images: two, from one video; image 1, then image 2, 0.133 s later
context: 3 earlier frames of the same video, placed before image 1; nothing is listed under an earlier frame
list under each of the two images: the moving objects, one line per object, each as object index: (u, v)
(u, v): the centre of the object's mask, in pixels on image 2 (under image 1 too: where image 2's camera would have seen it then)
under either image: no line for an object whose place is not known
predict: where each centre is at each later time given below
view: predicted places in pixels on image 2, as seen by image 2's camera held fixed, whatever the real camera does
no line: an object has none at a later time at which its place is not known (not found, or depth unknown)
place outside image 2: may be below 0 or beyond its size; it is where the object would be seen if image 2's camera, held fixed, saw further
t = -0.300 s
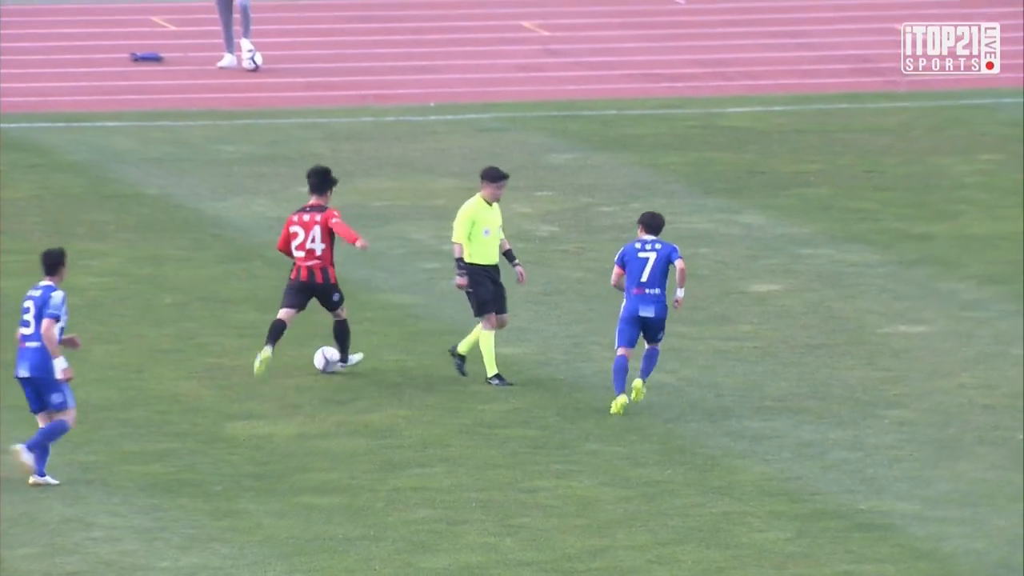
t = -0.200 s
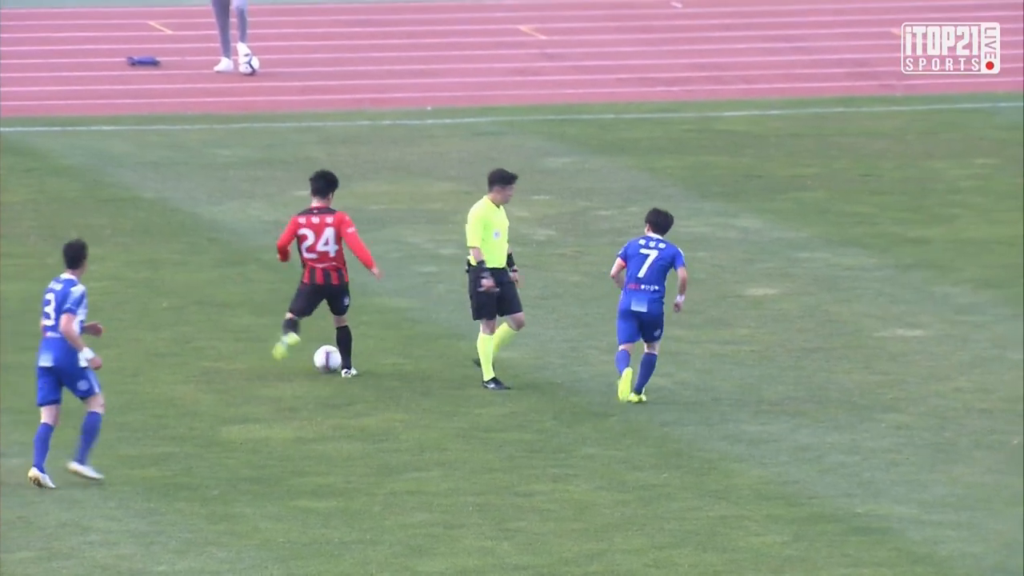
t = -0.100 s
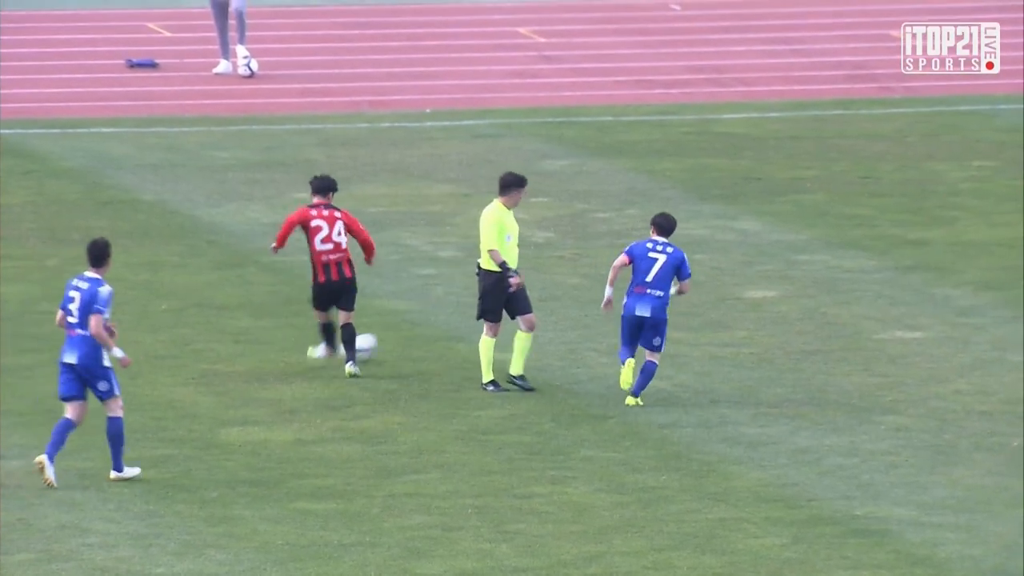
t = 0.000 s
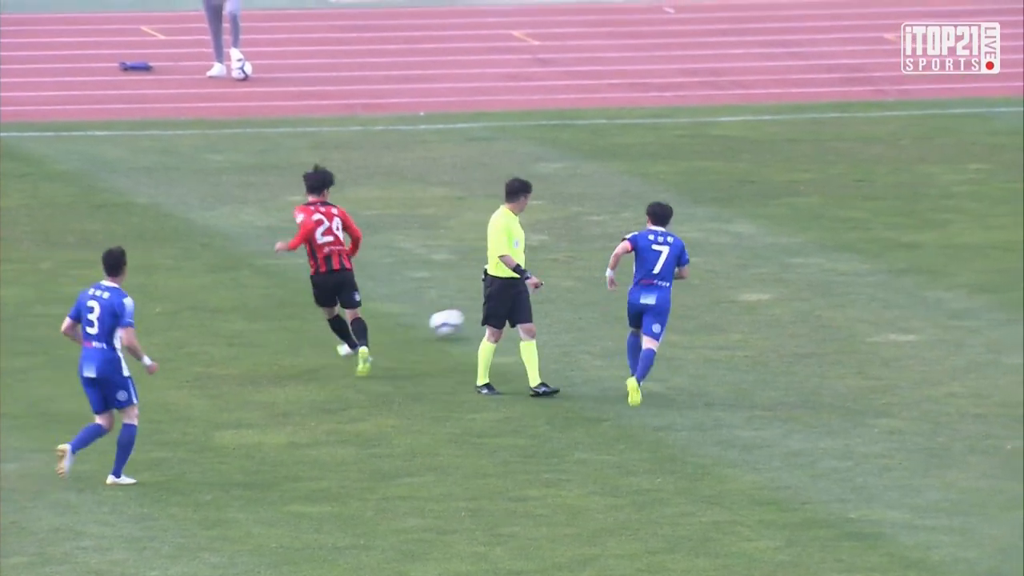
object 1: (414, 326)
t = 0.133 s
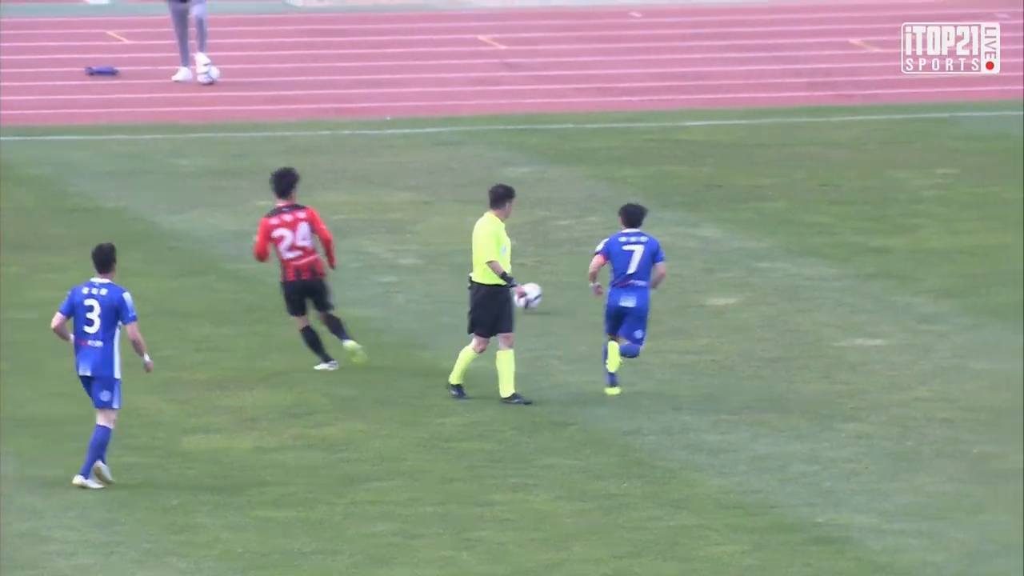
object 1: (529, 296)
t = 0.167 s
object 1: (553, 287)
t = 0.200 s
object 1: (580, 279)
